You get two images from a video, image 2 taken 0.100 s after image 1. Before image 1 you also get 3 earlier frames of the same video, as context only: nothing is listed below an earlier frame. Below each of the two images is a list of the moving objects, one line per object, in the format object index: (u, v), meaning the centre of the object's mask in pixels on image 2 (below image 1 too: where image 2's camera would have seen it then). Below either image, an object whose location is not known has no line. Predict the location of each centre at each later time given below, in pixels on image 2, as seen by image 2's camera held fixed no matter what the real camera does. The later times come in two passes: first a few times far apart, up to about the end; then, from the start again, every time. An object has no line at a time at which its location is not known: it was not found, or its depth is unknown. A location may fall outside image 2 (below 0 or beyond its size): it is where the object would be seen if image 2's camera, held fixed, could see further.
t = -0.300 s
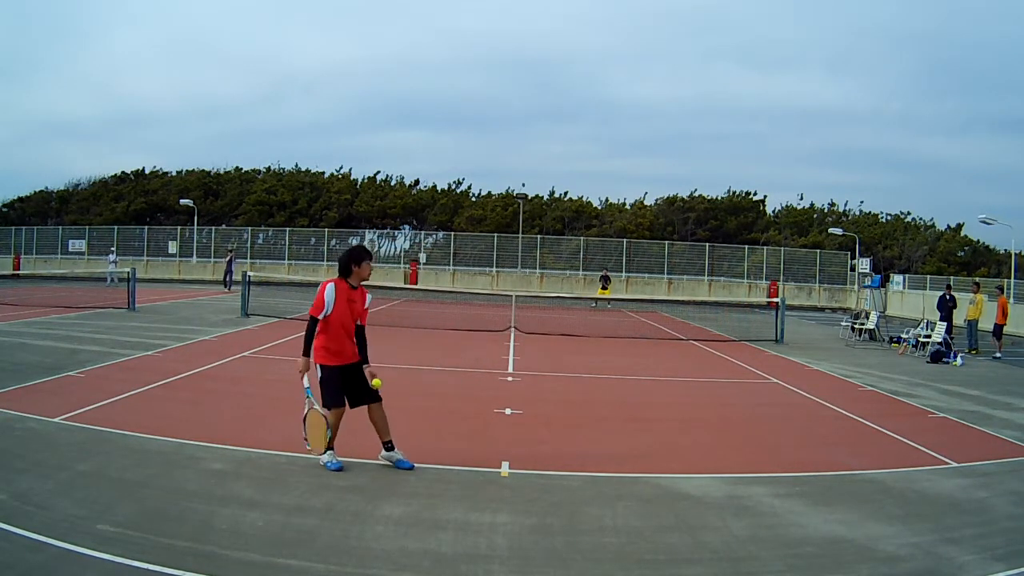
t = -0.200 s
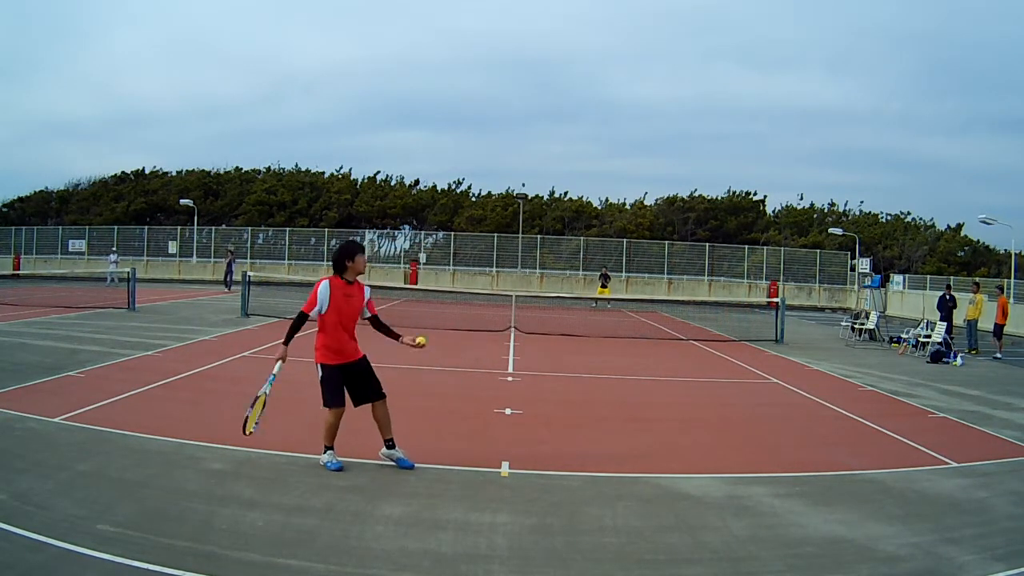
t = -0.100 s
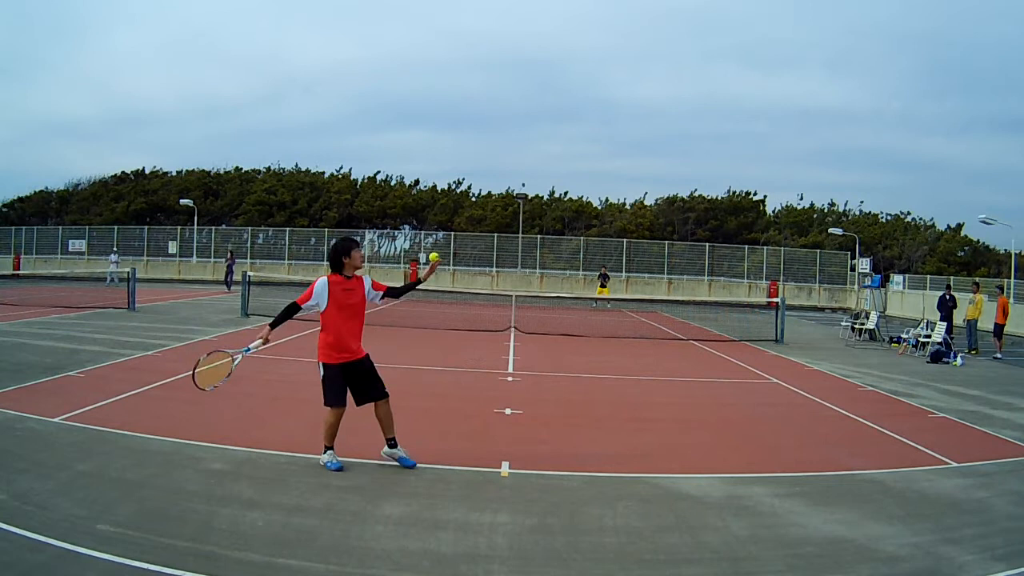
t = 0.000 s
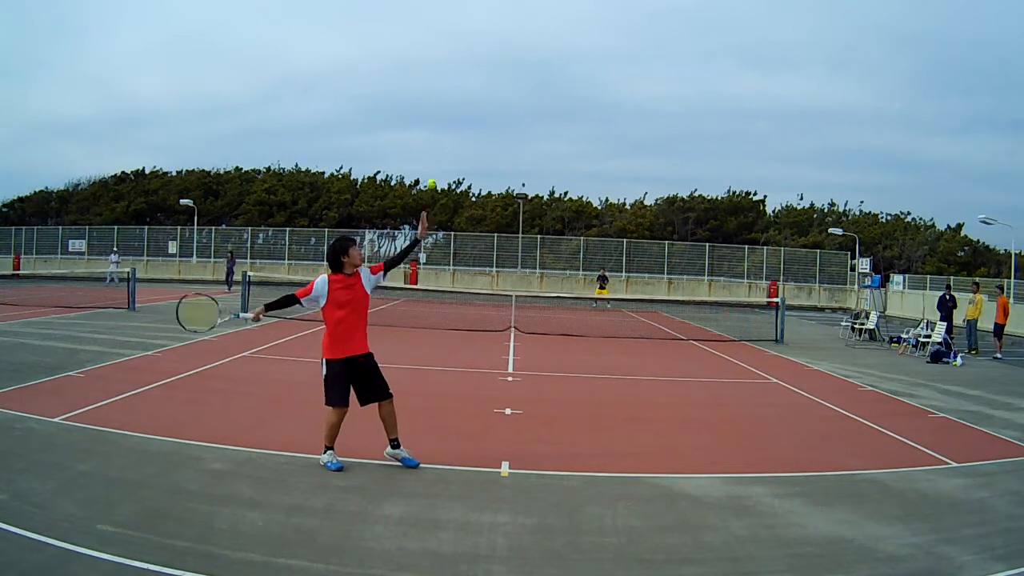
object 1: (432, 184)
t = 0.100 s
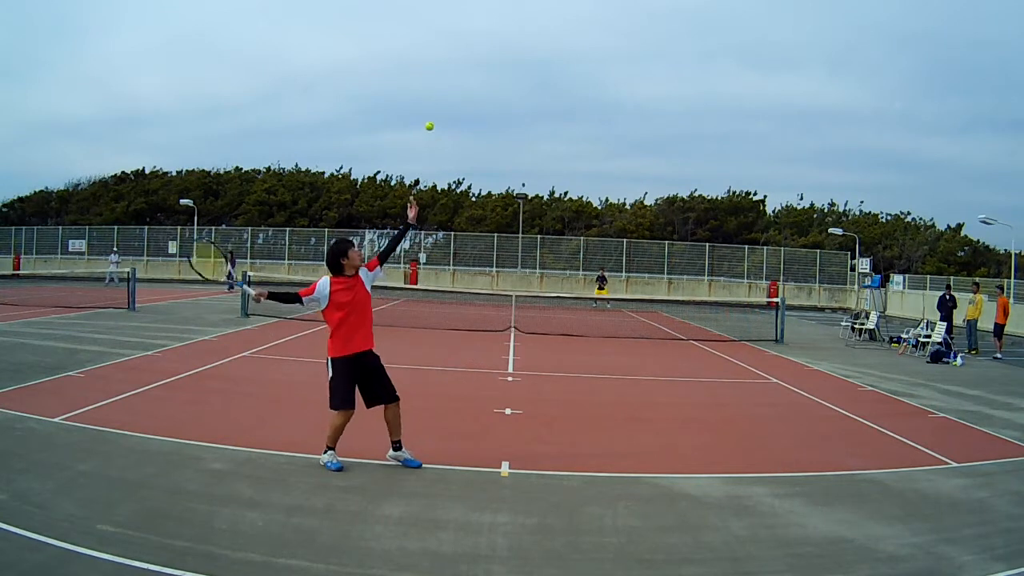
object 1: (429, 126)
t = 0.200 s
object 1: (427, 84)
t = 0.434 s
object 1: (420, 38)
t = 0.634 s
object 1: (412, 49)
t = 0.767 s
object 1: (404, 83)
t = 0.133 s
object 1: (429, 110)
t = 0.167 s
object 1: (428, 96)
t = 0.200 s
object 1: (427, 84)
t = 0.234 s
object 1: (426, 73)
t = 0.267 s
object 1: (426, 64)
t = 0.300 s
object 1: (425, 56)
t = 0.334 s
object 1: (423, 49)
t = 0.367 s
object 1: (422, 44)
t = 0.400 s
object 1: (421, 40)
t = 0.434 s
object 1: (420, 38)
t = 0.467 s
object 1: (419, 36)
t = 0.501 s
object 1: (417, 36)
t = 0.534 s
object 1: (416, 38)
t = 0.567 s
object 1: (414, 41)
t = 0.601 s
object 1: (413, 44)
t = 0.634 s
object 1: (412, 49)
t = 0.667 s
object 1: (410, 56)
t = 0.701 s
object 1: (408, 64)
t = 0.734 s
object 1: (406, 73)
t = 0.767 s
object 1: (404, 83)
